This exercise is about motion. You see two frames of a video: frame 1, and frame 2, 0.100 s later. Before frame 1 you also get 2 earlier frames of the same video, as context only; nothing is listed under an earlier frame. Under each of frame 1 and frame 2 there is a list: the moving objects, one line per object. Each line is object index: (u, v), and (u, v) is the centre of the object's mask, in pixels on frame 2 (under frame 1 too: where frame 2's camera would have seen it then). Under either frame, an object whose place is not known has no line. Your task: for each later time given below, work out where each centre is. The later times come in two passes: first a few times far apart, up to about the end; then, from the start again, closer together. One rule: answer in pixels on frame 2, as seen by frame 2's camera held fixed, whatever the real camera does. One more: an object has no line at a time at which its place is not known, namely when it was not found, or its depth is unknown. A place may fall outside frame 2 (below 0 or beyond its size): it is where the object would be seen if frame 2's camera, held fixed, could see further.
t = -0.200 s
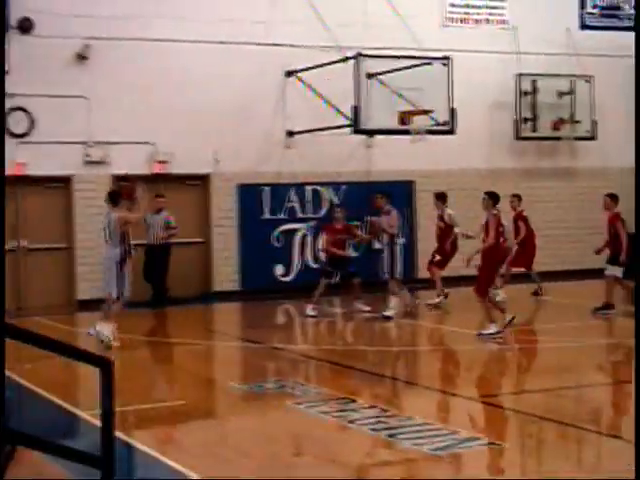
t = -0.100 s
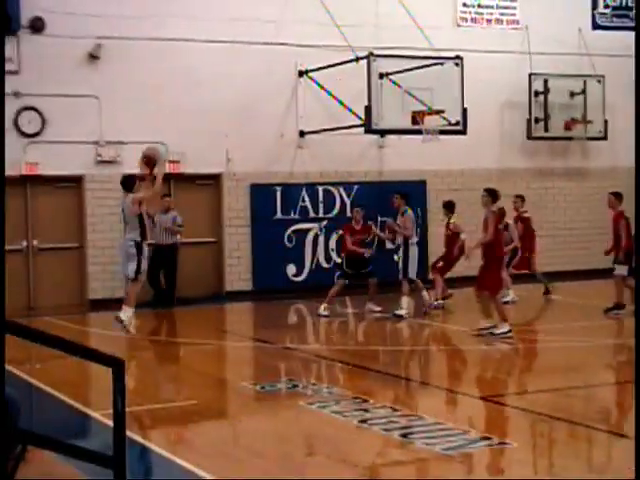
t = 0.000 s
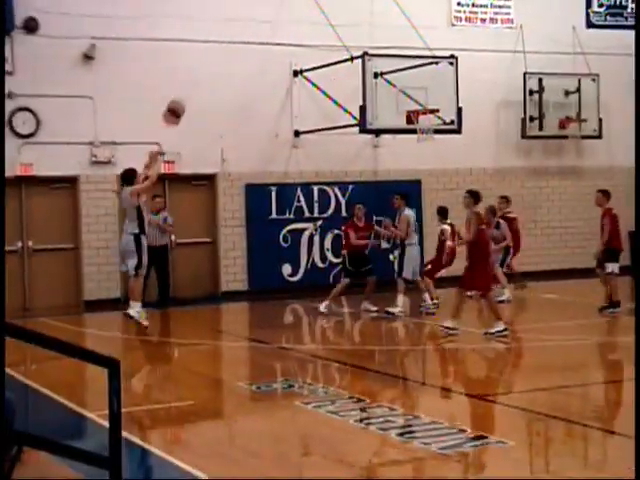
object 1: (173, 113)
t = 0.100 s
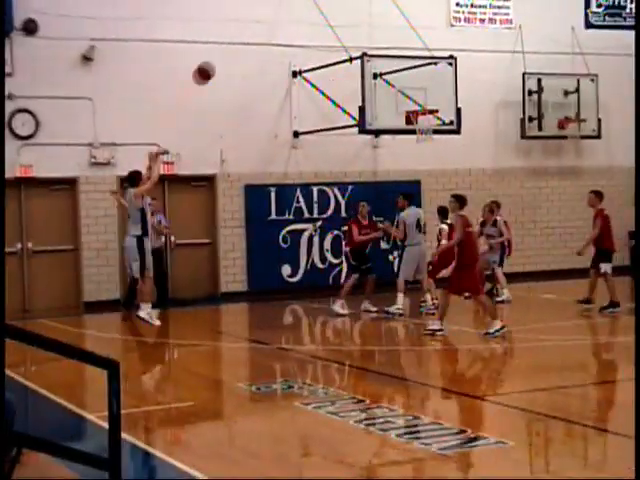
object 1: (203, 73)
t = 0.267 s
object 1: (251, 28)
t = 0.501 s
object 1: (311, 3)
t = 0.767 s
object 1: (371, 23)
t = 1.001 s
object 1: (417, 75)
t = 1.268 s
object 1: (458, 109)
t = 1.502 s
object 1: (499, 127)
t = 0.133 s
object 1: (213, 62)
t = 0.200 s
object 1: (232, 43)
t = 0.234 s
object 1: (242, 35)
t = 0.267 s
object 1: (251, 28)
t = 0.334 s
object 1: (269, 16)
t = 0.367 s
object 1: (277, 12)
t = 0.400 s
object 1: (286, 9)
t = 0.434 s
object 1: (294, 6)
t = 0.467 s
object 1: (302, 4)
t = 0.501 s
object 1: (311, 3)
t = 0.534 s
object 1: (319, 3)
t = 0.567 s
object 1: (326, 4)
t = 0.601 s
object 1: (334, 5)
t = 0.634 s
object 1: (342, 8)
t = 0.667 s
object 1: (349, 11)
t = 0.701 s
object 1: (357, 14)
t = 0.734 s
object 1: (364, 18)
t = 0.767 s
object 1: (371, 23)
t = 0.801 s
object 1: (378, 29)
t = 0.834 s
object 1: (384, 35)
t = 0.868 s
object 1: (392, 41)
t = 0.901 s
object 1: (398, 48)
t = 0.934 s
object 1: (404, 56)
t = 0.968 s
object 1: (411, 66)
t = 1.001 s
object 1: (417, 75)
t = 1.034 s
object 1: (423, 84)
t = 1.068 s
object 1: (429, 94)
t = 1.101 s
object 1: (435, 104)
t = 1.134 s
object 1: (439, 105)
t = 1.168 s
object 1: (444, 106)
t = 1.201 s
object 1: (448, 107)
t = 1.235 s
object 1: (453, 108)
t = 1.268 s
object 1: (458, 109)
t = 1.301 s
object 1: (465, 108)
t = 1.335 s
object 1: (470, 110)
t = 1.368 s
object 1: (476, 112)
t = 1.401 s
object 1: (482, 114)
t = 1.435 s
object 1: (488, 118)
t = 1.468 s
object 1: (493, 122)
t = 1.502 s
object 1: (499, 127)
